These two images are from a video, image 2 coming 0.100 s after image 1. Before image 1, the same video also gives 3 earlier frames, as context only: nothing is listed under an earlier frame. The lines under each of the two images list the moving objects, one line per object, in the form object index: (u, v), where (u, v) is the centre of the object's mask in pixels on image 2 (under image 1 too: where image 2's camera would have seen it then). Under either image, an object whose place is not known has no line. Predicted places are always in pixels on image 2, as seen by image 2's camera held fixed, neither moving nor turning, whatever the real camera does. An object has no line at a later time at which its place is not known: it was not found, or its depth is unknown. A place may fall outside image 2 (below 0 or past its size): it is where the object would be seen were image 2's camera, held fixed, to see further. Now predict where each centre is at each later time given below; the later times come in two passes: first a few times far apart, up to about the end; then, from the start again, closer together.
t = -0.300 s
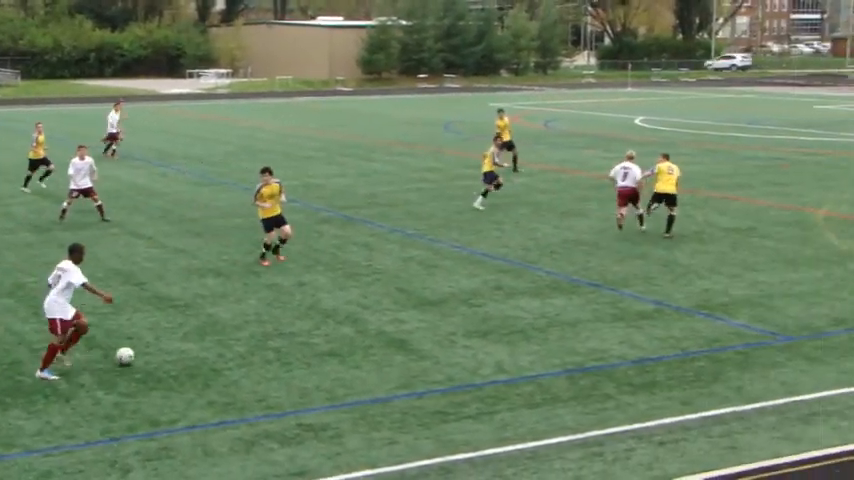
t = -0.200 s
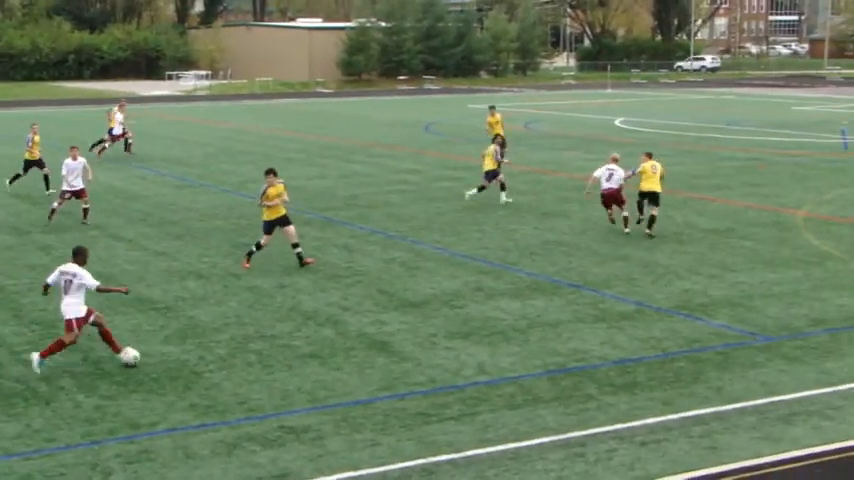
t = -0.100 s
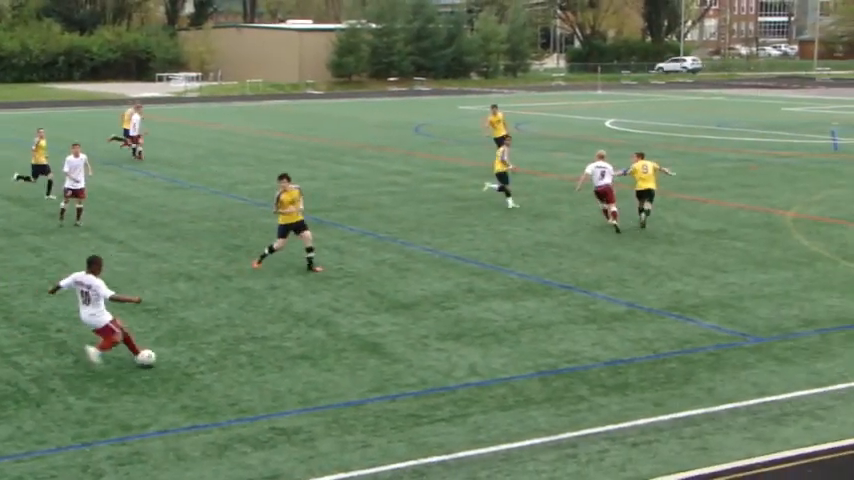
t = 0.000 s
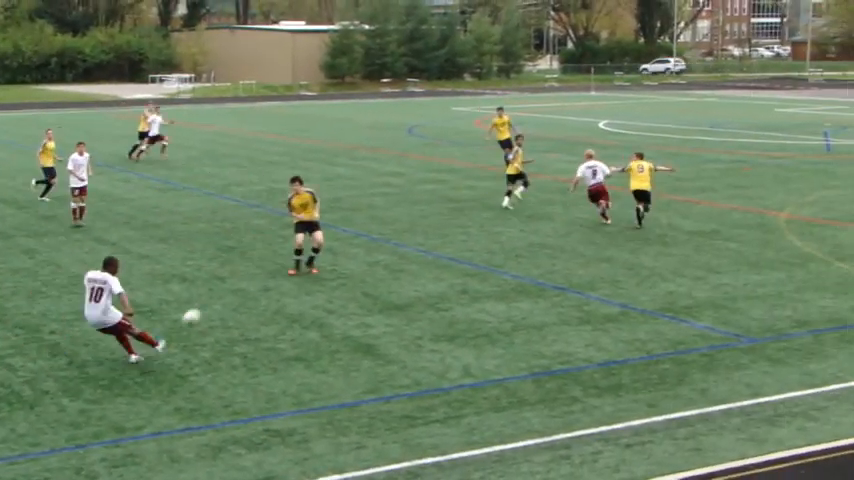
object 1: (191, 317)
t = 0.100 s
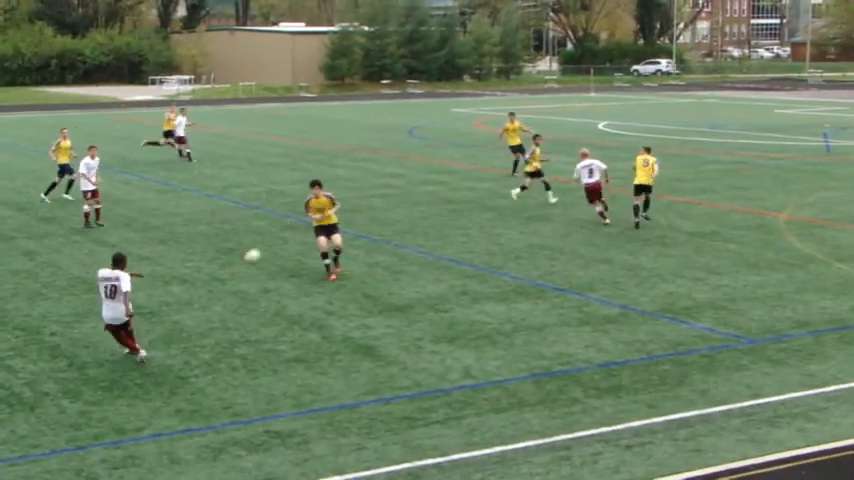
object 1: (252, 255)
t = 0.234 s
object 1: (310, 200)
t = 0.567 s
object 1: (388, 142)
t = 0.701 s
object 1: (406, 136)
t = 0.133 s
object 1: (269, 239)
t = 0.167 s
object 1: (284, 224)
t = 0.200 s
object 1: (297, 211)
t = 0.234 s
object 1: (310, 200)
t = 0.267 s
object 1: (321, 189)
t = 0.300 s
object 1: (331, 181)
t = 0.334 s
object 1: (340, 173)
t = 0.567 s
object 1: (388, 142)
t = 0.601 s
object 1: (394, 140)
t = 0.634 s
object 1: (398, 138)
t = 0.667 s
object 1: (402, 137)
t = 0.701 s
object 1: (406, 136)
